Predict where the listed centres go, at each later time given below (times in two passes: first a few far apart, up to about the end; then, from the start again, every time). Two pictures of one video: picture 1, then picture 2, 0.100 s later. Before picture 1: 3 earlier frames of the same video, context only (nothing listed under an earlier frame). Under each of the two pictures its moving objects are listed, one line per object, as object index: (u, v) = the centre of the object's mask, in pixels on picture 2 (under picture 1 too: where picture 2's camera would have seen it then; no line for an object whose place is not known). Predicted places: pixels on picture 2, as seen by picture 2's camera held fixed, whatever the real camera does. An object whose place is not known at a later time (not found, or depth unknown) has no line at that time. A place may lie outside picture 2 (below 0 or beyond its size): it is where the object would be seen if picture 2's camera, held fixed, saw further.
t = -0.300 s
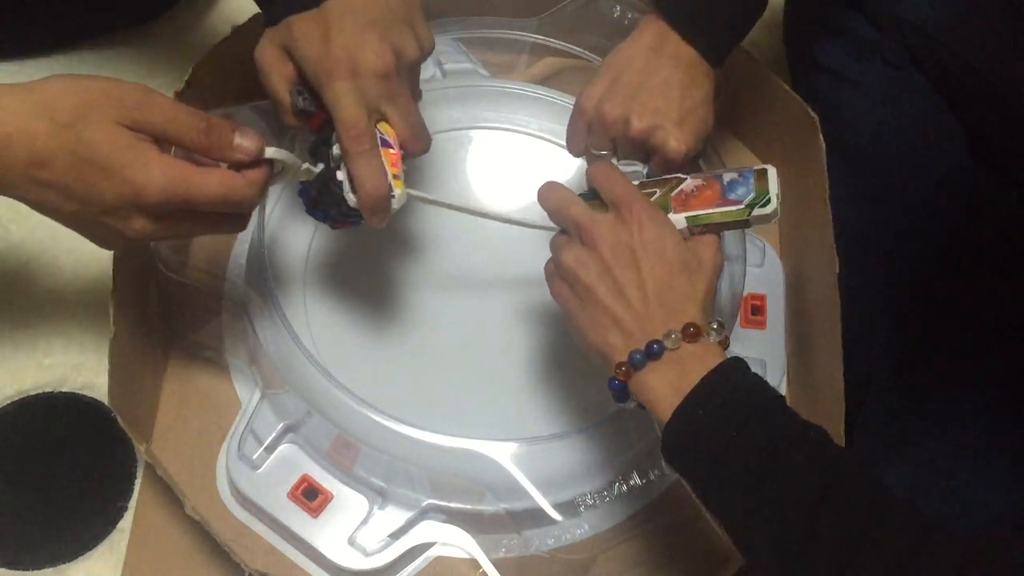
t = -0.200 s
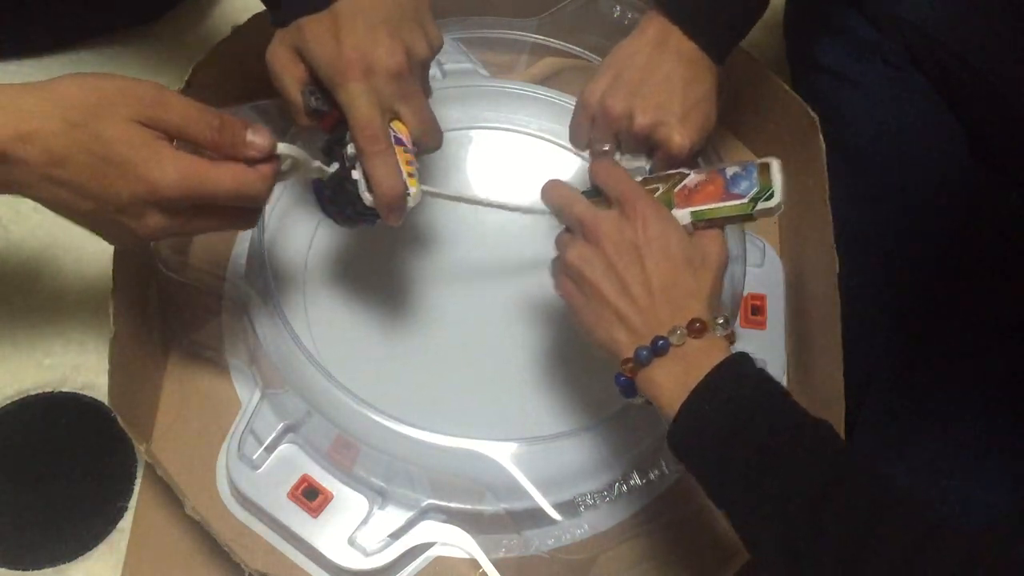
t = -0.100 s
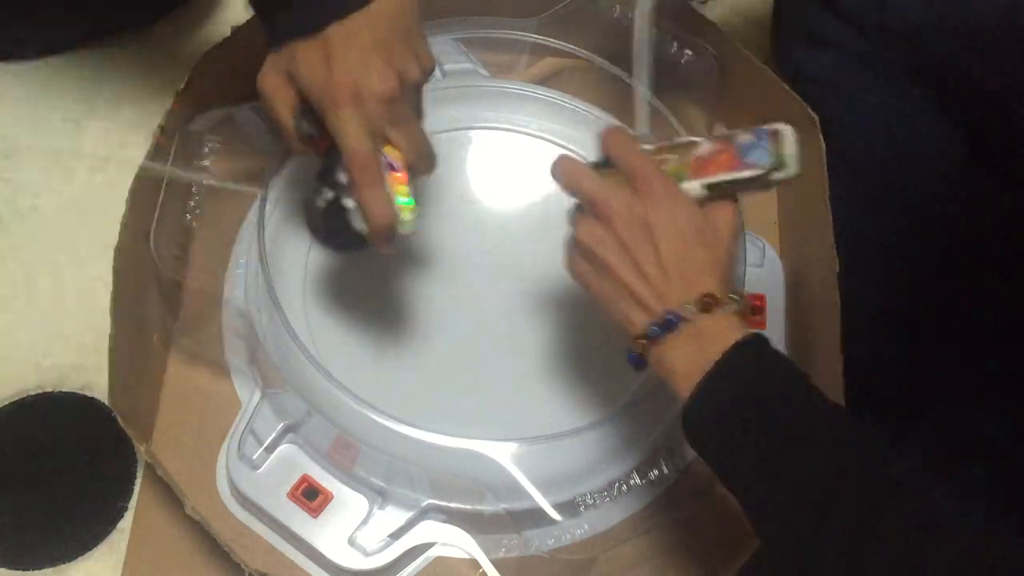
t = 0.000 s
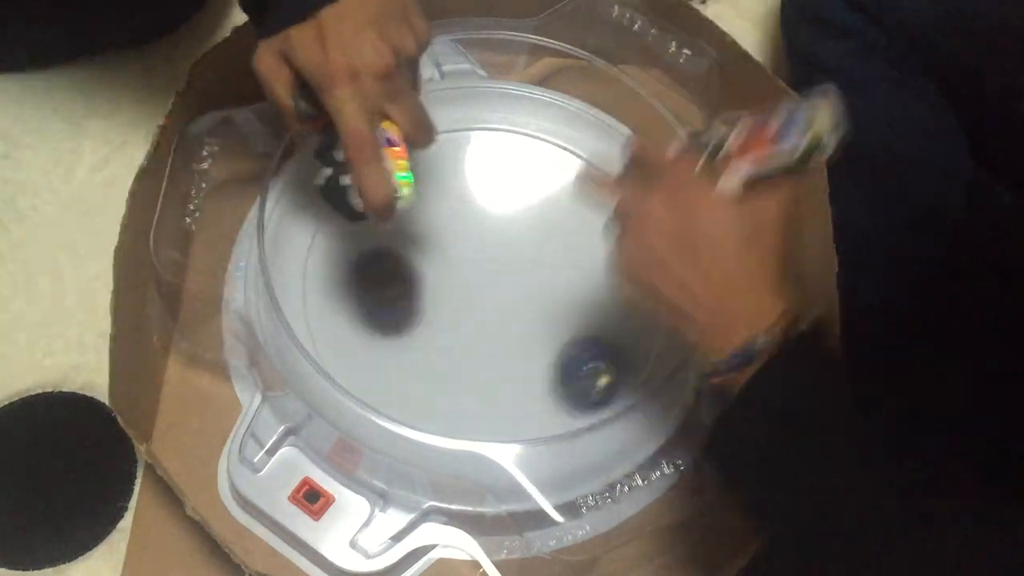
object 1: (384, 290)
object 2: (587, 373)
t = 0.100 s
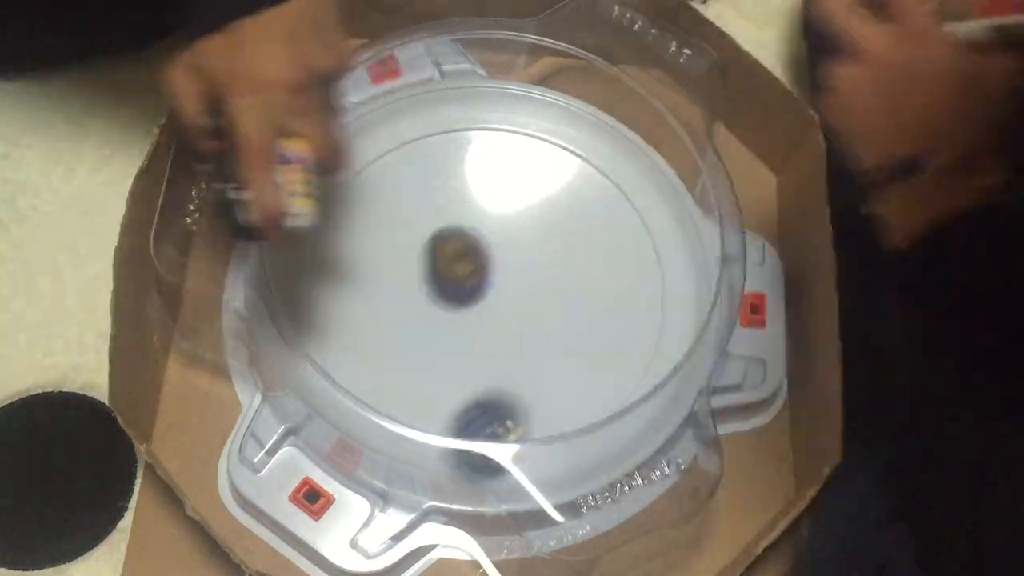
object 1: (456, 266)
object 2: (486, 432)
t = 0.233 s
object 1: (515, 192)
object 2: (413, 366)
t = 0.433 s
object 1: (488, 126)
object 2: (384, 289)
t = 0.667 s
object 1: (432, 216)
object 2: (393, 361)
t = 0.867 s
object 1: (514, 241)
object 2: (443, 447)
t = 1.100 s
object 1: (568, 155)
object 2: (530, 363)
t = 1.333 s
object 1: (443, 167)
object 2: (337, 240)
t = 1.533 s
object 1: (478, 245)
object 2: (366, 363)
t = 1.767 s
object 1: (618, 260)
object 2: (516, 249)
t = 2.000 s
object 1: (557, 179)
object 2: (375, 120)
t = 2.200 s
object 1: (451, 259)
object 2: (351, 294)
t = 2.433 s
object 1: (653, 336)
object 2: (531, 402)
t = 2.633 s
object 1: (655, 209)
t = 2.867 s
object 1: (462, 189)
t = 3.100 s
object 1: (402, 324)
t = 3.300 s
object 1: (528, 332)
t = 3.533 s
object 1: (586, 197)
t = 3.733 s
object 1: (510, 159)
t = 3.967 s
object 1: (493, 257)
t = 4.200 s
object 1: (475, 333)
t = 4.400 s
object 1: (516, 351)
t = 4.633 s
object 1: (503, 276)
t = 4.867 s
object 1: (435, 289)
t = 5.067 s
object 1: (506, 320)
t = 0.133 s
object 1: (478, 252)
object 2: (461, 426)
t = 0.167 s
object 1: (493, 231)
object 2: (444, 403)
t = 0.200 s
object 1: (507, 213)
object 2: (424, 389)
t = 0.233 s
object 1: (515, 192)
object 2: (413, 366)
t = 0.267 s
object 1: (519, 166)
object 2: (403, 348)
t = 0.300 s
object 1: (520, 140)
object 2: (394, 332)
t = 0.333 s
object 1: (515, 111)
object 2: (390, 315)
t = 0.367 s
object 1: (510, 94)
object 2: (386, 303)
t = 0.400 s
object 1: (500, 109)
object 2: (385, 294)
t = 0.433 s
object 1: (488, 126)
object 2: (384, 289)
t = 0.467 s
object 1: (478, 145)
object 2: (385, 288)
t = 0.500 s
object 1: (467, 161)
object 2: (386, 290)
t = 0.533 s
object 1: (456, 174)
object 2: (388, 297)
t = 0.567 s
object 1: (446, 187)
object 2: (390, 308)
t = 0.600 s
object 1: (438, 197)
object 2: (392, 322)
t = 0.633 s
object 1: (432, 206)
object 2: (392, 341)
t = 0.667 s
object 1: (432, 216)
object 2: (393, 361)
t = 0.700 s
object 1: (437, 224)
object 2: (393, 383)
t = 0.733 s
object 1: (446, 232)
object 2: (391, 410)
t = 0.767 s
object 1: (461, 238)
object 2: (385, 451)
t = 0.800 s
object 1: (477, 242)
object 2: (401, 459)
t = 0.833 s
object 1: (495, 243)
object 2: (425, 449)
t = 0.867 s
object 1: (514, 241)
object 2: (443, 447)
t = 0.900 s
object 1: (531, 236)
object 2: (456, 449)
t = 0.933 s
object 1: (546, 226)
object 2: (467, 440)
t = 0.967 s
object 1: (559, 215)
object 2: (481, 436)
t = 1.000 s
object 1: (568, 200)
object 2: (503, 422)
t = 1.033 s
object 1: (574, 188)
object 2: (518, 412)
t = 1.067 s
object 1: (574, 169)
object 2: (528, 391)
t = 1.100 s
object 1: (568, 155)
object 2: (530, 363)
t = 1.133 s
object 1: (555, 146)
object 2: (525, 333)
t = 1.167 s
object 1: (532, 143)
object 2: (512, 304)
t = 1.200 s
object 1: (505, 146)
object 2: (493, 275)
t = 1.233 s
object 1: (477, 155)
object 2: (469, 251)
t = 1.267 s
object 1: (458, 168)
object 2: (433, 236)
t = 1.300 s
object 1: (451, 165)
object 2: (383, 235)
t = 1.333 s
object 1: (443, 167)
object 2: (337, 240)
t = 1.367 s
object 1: (441, 175)
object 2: (305, 258)
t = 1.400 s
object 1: (440, 187)
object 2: (289, 288)
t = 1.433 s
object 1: (443, 201)
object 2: (275, 323)
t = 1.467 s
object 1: (450, 217)
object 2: (299, 337)
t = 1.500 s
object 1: (461, 233)
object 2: (331, 350)
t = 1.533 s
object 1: (478, 245)
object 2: (366, 363)
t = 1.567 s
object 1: (498, 261)
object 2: (397, 367)
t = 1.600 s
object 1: (521, 268)
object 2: (428, 362)
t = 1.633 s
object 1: (543, 274)
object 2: (457, 350)
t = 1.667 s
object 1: (565, 277)
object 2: (480, 332)
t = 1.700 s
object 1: (584, 275)
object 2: (498, 307)
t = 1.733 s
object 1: (602, 269)
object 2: (510, 279)
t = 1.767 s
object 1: (618, 260)
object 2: (516, 249)
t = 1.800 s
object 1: (632, 248)
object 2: (514, 221)
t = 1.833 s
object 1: (644, 233)
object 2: (503, 191)
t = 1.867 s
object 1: (638, 216)
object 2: (485, 159)
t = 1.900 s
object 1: (617, 204)
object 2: (462, 129)
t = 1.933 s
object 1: (597, 193)
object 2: (435, 121)
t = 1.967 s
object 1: (576, 184)
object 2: (405, 121)
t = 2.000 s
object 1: (557, 179)
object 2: (375, 120)
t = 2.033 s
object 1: (539, 177)
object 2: (358, 139)
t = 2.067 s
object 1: (518, 182)
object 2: (343, 164)
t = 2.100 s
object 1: (497, 193)
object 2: (332, 190)
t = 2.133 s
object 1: (479, 209)
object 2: (328, 220)
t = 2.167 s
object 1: (463, 230)
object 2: (334, 257)
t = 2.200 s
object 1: (451, 259)
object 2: (351, 294)
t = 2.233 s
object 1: (446, 285)
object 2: (381, 330)
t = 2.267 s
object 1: (473, 307)
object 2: (386, 359)
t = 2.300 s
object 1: (516, 323)
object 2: (376, 395)
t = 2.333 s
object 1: (556, 336)
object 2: (407, 399)
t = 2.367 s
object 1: (595, 344)
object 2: (443, 404)
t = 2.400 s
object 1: (634, 344)
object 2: (487, 408)
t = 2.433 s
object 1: (653, 336)
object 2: (531, 402)
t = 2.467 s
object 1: (658, 322)
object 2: (565, 388)
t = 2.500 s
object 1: (664, 309)
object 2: (595, 365)
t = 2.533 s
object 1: (677, 294)
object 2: (605, 339)
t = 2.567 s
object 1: (691, 264)
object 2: (578, 319)
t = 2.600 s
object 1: (675, 231)
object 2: (544, 299)
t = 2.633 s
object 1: (655, 209)
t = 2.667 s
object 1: (636, 193)
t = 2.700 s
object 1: (615, 176)
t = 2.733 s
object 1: (589, 167)
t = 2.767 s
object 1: (558, 166)
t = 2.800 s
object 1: (526, 169)
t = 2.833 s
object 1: (493, 176)
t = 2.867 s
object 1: (462, 189)
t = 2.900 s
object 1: (437, 207)
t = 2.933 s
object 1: (416, 225)
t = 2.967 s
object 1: (396, 253)
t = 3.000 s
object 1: (386, 277)
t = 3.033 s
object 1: (382, 301)
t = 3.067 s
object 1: (387, 323)
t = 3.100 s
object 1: (402, 324)
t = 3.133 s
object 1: (421, 331)
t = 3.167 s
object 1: (440, 338)
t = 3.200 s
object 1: (458, 344)
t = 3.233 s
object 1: (480, 346)
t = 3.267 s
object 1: (500, 347)
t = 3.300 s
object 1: (528, 332)
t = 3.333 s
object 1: (556, 315)
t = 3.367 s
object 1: (570, 298)
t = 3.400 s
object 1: (579, 274)
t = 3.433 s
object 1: (584, 256)
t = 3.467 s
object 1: (585, 237)
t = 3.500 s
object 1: (585, 215)
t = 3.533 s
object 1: (586, 197)
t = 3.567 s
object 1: (583, 179)
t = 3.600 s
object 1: (576, 162)
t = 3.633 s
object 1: (566, 148)
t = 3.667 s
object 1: (544, 147)
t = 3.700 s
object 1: (522, 150)
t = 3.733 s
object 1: (510, 159)
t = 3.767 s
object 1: (499, 172)
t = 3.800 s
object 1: (492, 184)
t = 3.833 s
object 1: (489, 197)
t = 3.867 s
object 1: (489, 216)
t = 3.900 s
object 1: (493, 232)
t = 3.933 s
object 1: (500, 251)
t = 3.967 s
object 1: (493, 257)
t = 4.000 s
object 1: (480, 262)
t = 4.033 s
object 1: (470, 271)
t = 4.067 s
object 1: (463, 283)
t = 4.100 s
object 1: (460, 296)
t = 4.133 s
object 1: (461, 310)
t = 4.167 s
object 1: (466, 322)
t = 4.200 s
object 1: (475, 333)
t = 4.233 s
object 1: (485, 340)
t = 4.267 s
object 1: (496, 345)
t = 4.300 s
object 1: (495, 351)
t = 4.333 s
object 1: (497, 356)
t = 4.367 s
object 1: (506, 356)
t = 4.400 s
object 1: (516, 351)
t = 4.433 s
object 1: (524, 342)
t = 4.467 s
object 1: (529, 331)
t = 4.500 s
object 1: (531, 318)
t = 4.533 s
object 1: (529, 304)
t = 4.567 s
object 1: (523, 293)
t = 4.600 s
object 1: (515, 284)
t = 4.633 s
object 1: (503, 276)
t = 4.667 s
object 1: (492, 272)
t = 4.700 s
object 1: (478, 269)
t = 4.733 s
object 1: (464, 268)
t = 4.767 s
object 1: (452, 268)
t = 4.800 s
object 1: (443, 272)
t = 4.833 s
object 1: (437, 278)
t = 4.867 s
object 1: (435, 289)
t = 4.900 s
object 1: (442, 302)
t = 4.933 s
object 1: (454, 310)
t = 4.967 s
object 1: (466, 314)
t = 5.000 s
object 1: (478, 317)
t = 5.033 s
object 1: (491, 320)
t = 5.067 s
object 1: (506, 320)
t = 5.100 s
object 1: (520, 315)
